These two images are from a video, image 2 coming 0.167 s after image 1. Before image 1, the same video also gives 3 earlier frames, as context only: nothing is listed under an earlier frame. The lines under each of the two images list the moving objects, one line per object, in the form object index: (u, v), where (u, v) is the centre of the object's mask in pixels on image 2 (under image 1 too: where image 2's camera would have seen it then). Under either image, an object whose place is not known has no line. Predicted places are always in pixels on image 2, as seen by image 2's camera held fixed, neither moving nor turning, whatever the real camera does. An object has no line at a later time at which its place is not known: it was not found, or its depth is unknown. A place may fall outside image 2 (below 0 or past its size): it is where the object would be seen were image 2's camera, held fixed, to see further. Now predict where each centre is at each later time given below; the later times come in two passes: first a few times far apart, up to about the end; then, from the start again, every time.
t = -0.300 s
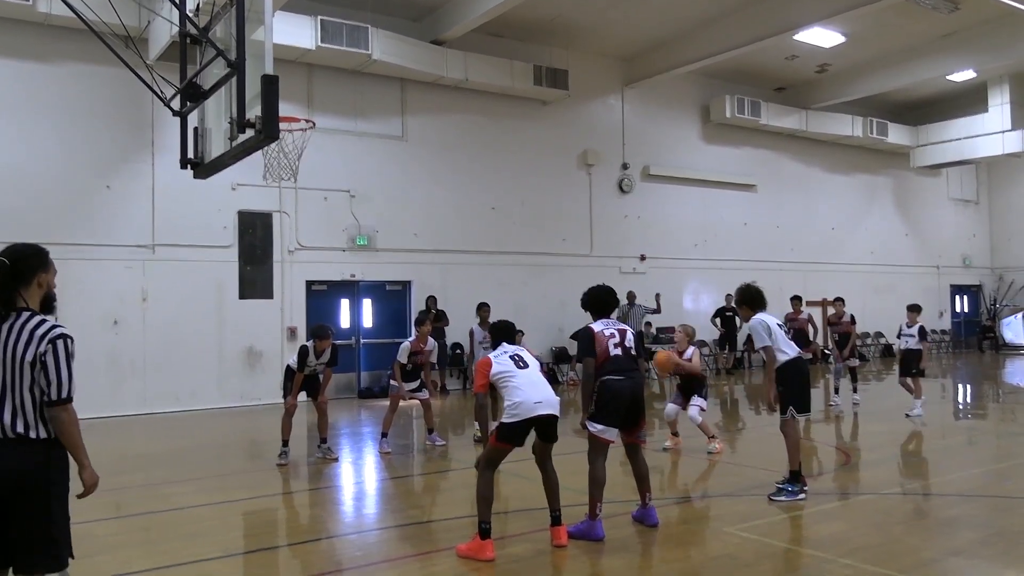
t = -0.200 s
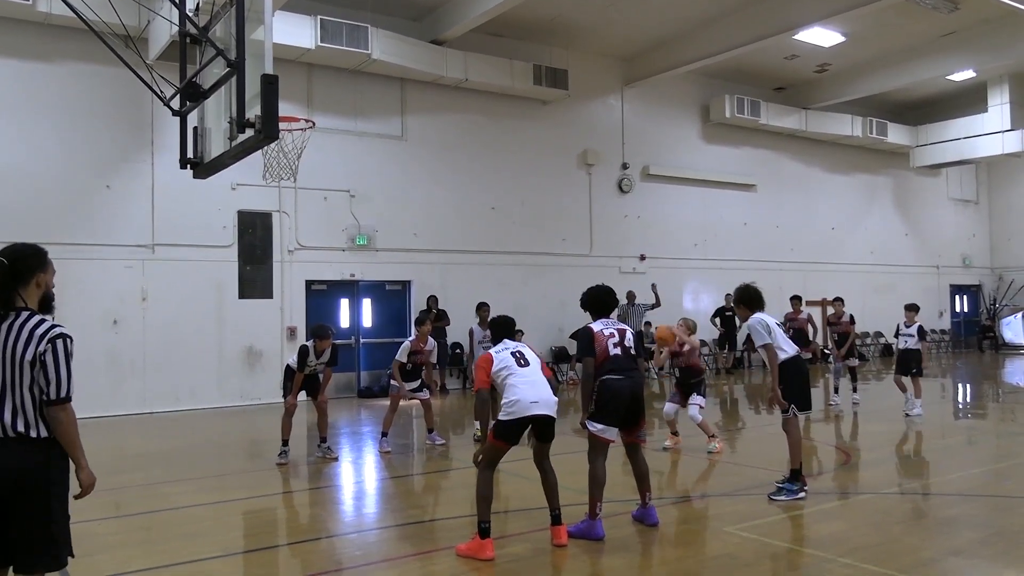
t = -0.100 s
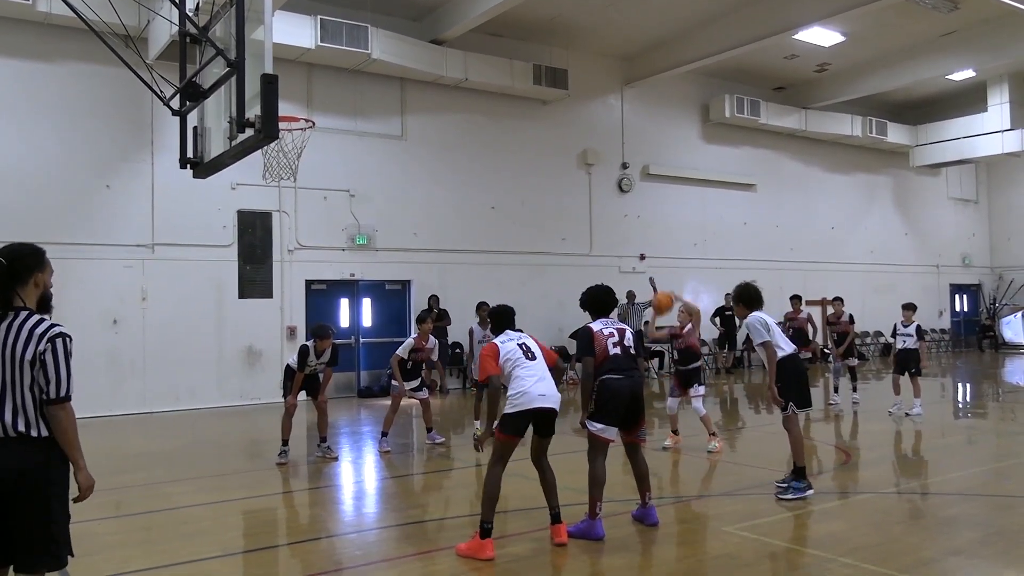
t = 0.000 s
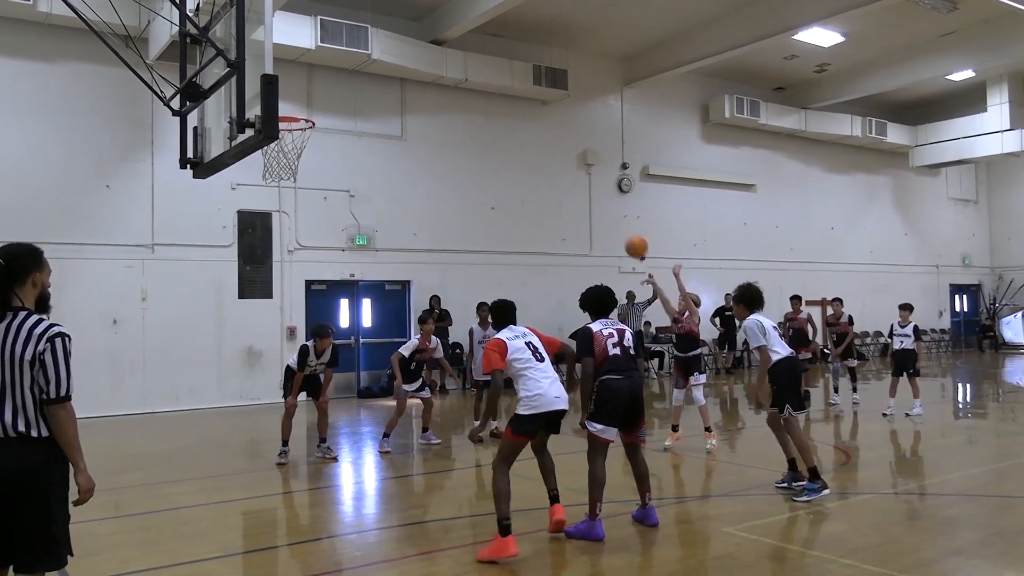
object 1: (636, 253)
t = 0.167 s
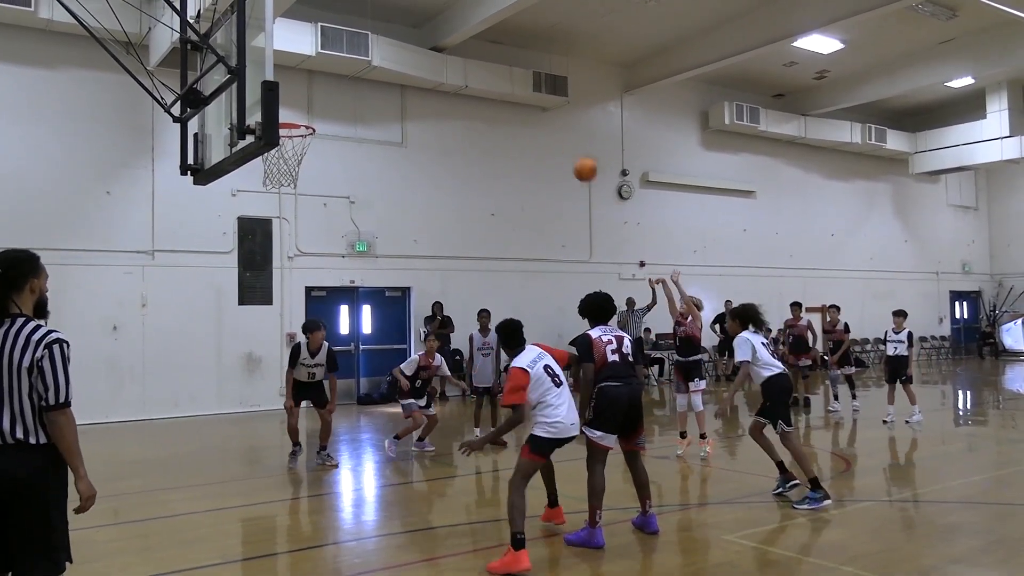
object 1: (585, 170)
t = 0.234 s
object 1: (564, 142)
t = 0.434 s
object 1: (499, 81)
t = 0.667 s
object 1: (415, 55)
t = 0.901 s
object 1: (321, 88)
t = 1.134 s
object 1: (292, 158)
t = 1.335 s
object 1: (296, 162)
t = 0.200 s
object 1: (575, 156)
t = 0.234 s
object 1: (564, 142)
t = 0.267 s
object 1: (553, 129)
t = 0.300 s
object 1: (543, 118)
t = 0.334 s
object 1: (532, 107)
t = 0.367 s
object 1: (522, 97)
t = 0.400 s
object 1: (510, 88)
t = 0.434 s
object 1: (499, 81)
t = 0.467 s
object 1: (487, 73)
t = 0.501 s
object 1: (475, 67)
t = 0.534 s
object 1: (464, 63)
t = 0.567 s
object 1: (452, 59)
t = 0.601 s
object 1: (439, 56)
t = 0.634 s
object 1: (427, 55)
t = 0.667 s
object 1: (415, 55)
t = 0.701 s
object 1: (402, 56)
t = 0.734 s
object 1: (389, 57)
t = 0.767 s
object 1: (376, 61)
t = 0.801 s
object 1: (362, 66)
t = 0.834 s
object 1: (348, 72)
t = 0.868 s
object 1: (335, 79)
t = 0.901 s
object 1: (321, 88)
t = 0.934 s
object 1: (306, 99)
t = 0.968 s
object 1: (293, 110)
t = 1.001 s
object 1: (284, 125)
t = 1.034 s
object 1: (285, 140)
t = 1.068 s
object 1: (286, 152)
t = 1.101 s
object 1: (287, 159)
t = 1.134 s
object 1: (292, 158)
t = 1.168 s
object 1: (295, 153)
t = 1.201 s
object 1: (297, 152)
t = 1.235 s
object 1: (298, 153)
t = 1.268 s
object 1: (298, 155)
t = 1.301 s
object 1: (298, 158)
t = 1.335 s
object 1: (296, 162)
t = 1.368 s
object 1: (295, 167)
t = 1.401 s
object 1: (293, 172)
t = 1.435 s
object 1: (291, 178)
